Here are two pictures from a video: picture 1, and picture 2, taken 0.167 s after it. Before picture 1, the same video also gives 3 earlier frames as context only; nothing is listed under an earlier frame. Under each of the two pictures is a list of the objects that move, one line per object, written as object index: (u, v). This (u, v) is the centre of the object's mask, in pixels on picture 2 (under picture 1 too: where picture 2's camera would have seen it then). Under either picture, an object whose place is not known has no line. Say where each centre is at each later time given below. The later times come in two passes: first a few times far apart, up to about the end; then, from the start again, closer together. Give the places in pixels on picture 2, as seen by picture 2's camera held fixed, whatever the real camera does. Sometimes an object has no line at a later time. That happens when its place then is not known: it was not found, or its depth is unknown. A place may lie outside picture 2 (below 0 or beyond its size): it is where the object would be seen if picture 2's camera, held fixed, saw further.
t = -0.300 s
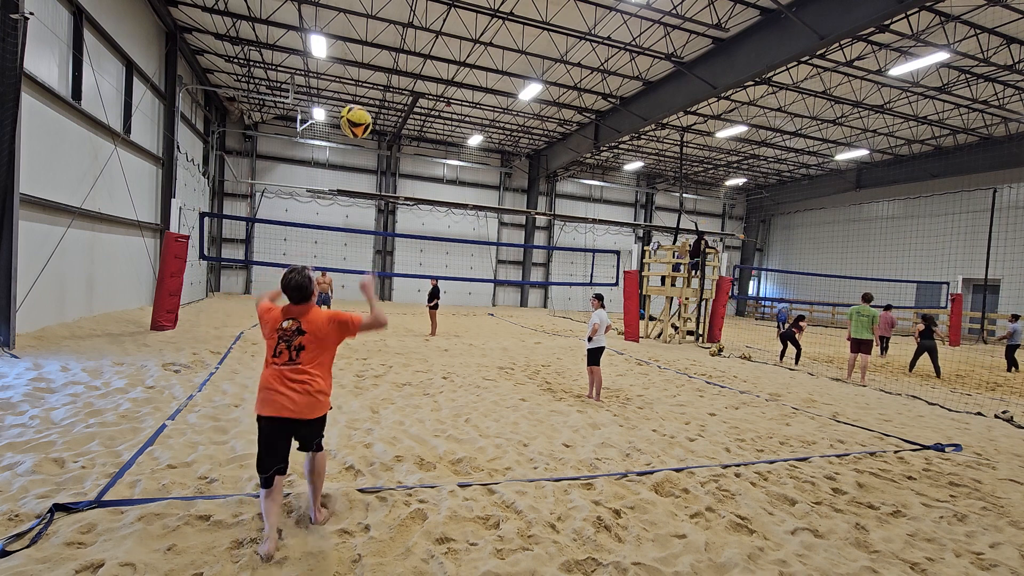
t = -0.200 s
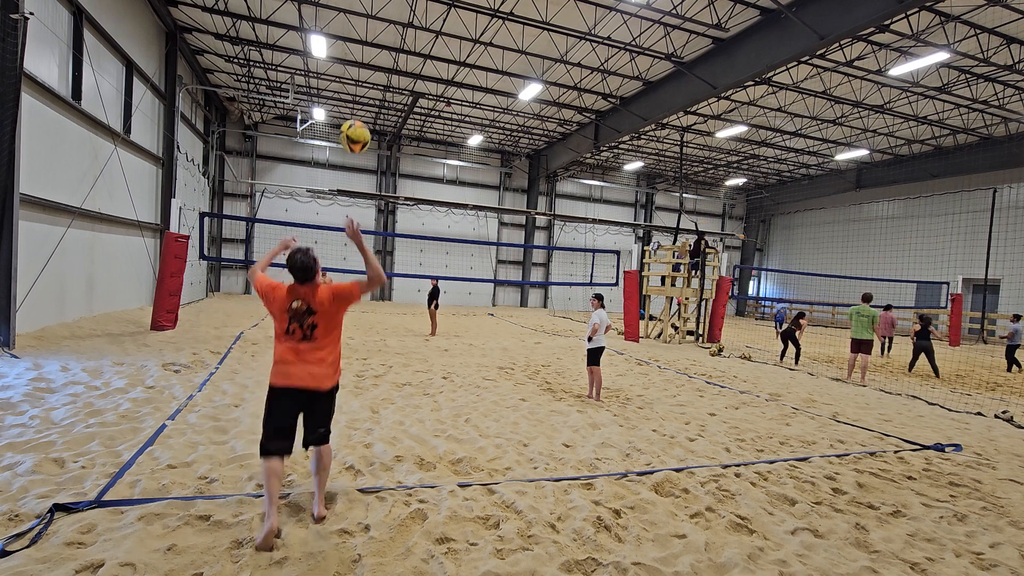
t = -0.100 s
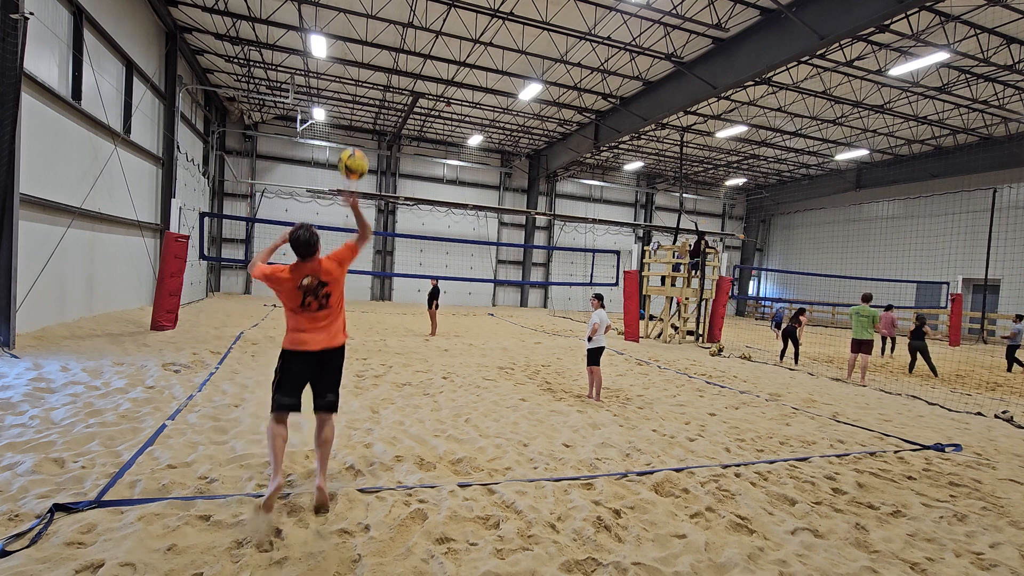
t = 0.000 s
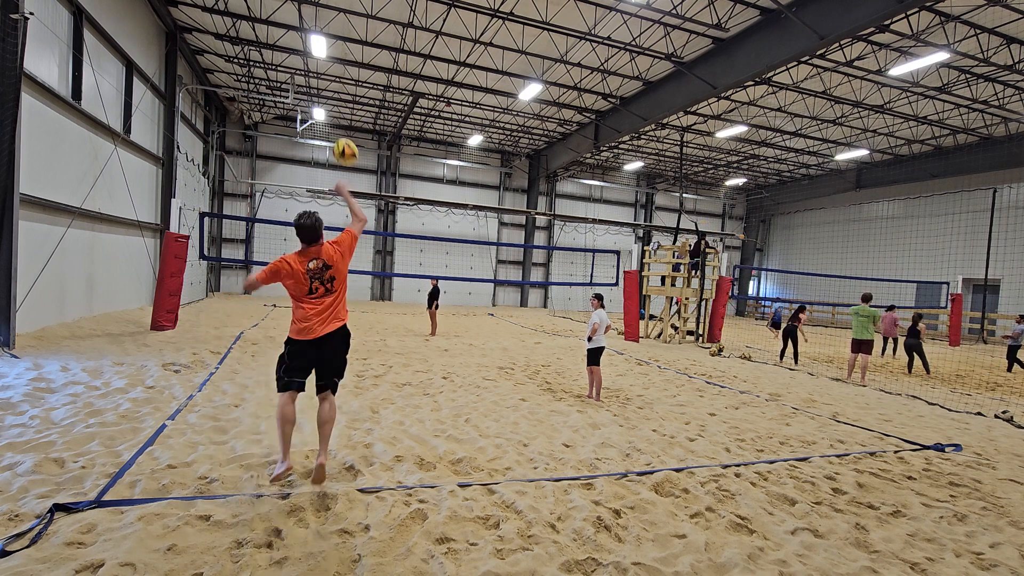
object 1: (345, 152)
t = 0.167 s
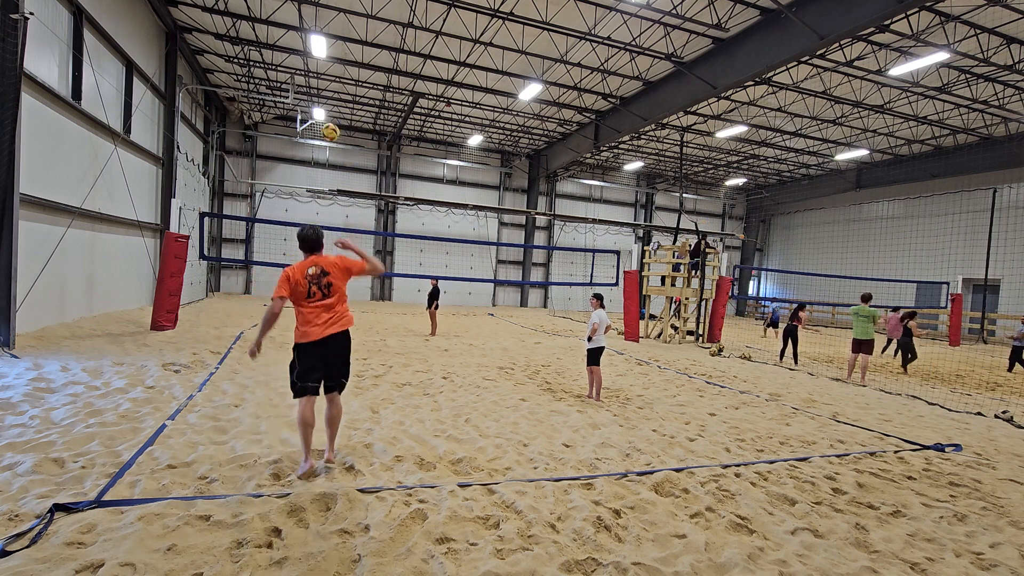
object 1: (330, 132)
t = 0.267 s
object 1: (323, 133)
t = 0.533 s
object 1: (311, 159)
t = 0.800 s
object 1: (301, 199)
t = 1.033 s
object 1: (294, 242)
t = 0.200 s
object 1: (327, 132)
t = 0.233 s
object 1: (325, 132)
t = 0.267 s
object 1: (323, 133)
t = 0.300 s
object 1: (321, 134)
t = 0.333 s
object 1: (319, 136)
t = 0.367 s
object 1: (318, 139)
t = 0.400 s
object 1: (316, 142)
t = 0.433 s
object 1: (314, 146)
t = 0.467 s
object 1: (313, 150)
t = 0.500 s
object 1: (312, 154)
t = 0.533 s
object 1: (311, 159)
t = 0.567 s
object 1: (310, 163)
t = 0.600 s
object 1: (308, 167)
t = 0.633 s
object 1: (307, 173)
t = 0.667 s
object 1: (306, 178)
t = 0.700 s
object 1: (305, 183)
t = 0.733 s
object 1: (303, 188)
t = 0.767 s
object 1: (302, 193)
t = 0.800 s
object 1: (301, 199)
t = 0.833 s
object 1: (300, 205)
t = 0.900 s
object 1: (298, 217)
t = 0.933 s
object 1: (296, 220)
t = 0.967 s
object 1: (295, 230)
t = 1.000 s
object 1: (295, 235)
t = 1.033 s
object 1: (294, 242)
